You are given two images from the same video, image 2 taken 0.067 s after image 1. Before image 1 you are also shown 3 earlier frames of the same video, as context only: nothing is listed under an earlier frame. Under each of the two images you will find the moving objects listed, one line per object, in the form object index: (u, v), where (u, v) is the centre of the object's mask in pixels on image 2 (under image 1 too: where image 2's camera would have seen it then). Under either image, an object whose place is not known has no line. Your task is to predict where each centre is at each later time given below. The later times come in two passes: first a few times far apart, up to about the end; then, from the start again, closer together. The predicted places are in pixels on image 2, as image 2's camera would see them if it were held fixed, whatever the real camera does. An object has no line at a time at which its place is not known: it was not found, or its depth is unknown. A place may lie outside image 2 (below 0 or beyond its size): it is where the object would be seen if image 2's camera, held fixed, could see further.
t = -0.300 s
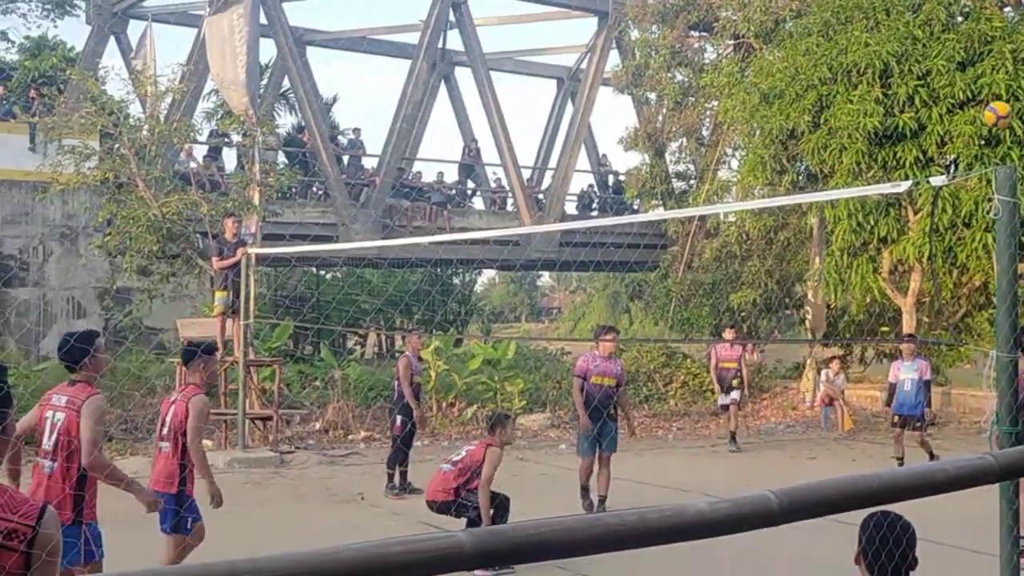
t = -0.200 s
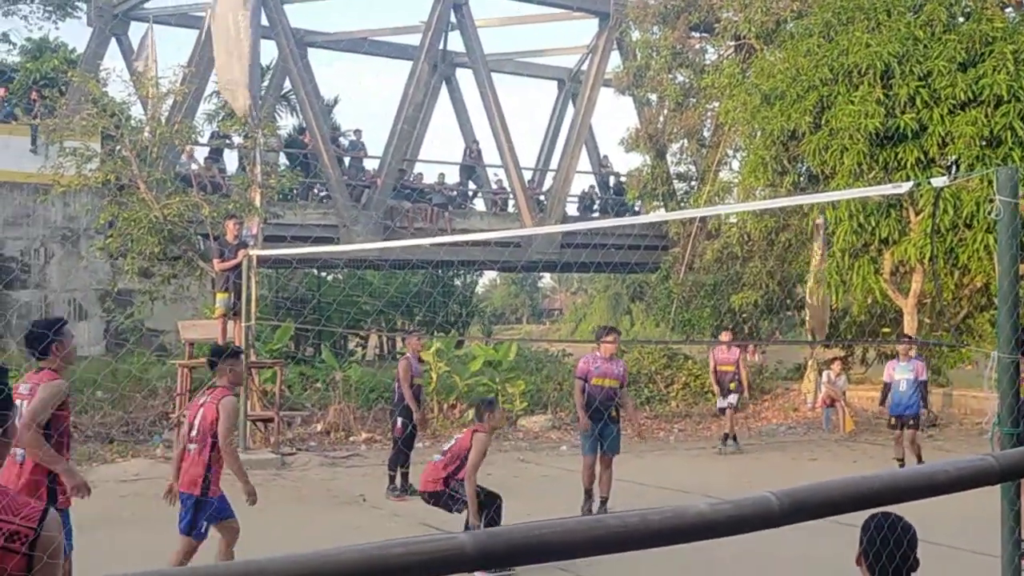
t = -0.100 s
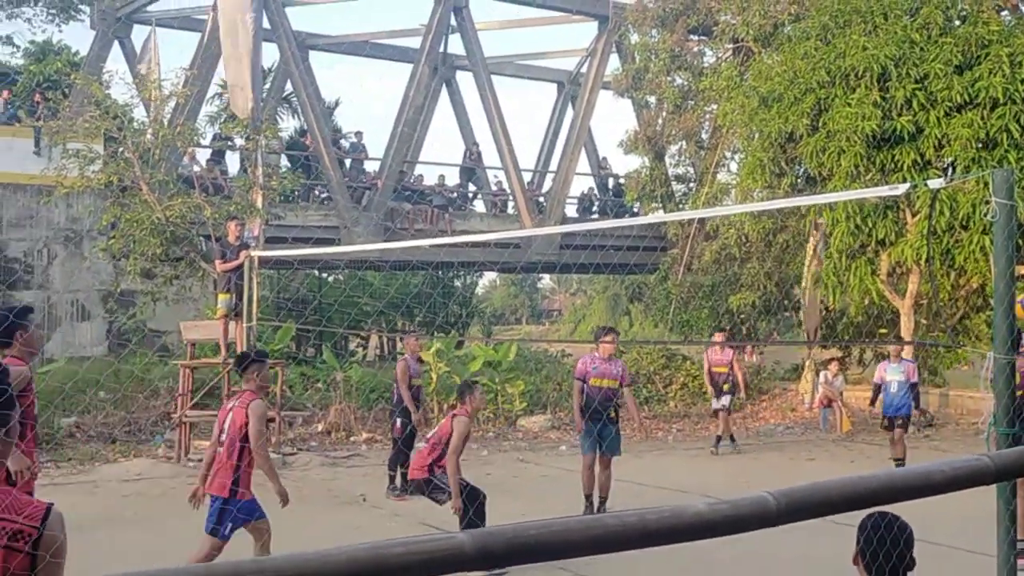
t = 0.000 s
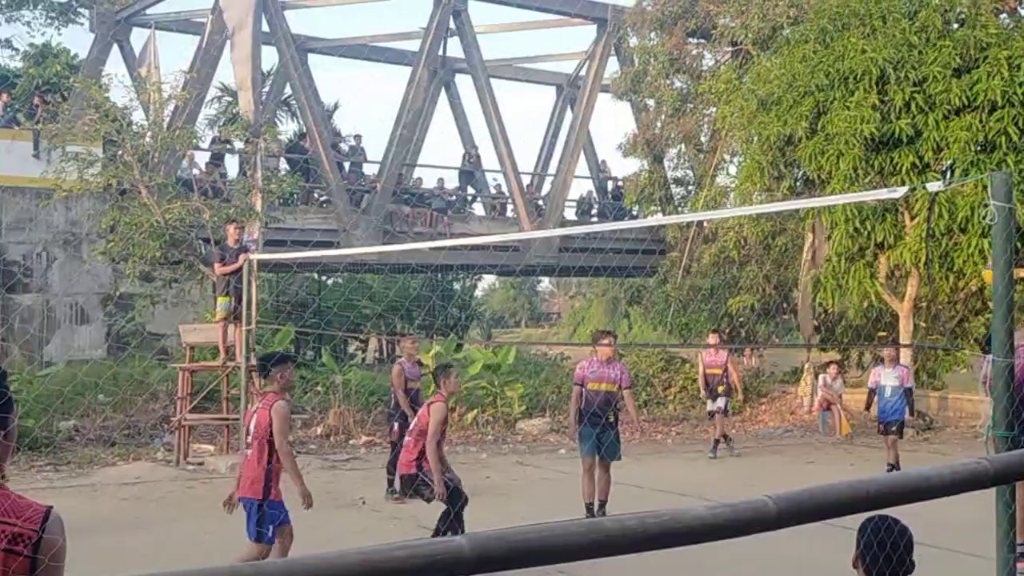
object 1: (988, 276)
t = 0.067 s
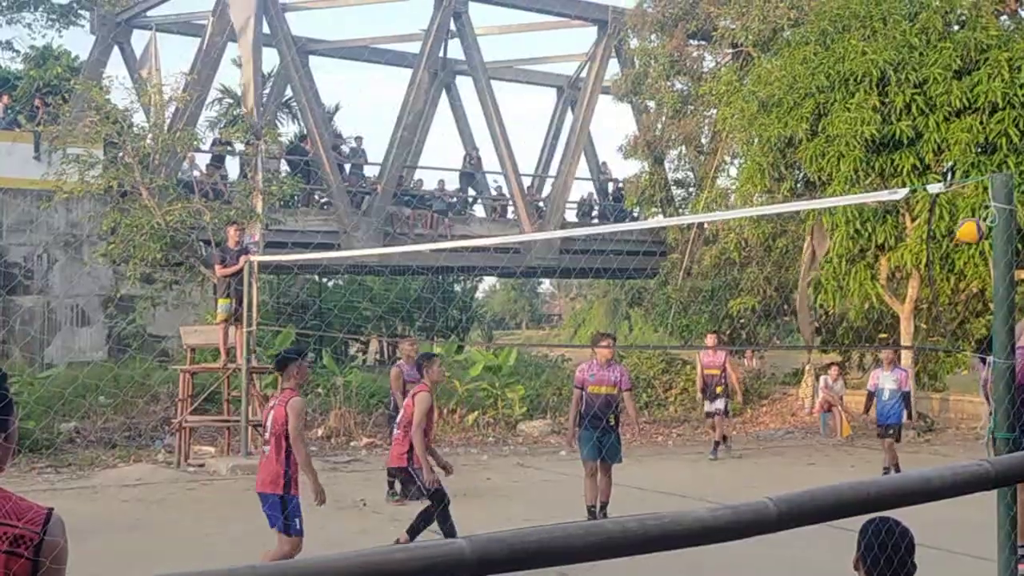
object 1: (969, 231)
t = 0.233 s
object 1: (895, 146)
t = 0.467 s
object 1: (783, 83)
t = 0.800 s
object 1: (604, 134)
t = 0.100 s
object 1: (956, 212)
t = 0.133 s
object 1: (949, 192)
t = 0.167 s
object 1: (926, 174)
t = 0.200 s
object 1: (910, 160)
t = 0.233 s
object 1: (895, 146)
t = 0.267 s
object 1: (881, 134)
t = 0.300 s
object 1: (865, 120)
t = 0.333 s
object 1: (848, 109)
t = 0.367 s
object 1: (833, 101)
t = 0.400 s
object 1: (816, 92)
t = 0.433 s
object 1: (800, 86)
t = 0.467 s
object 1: (783, 83)
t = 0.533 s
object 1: (749, 80)
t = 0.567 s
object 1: (731, 80)
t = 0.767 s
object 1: (624, 121)
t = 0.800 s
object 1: (604, 134)
